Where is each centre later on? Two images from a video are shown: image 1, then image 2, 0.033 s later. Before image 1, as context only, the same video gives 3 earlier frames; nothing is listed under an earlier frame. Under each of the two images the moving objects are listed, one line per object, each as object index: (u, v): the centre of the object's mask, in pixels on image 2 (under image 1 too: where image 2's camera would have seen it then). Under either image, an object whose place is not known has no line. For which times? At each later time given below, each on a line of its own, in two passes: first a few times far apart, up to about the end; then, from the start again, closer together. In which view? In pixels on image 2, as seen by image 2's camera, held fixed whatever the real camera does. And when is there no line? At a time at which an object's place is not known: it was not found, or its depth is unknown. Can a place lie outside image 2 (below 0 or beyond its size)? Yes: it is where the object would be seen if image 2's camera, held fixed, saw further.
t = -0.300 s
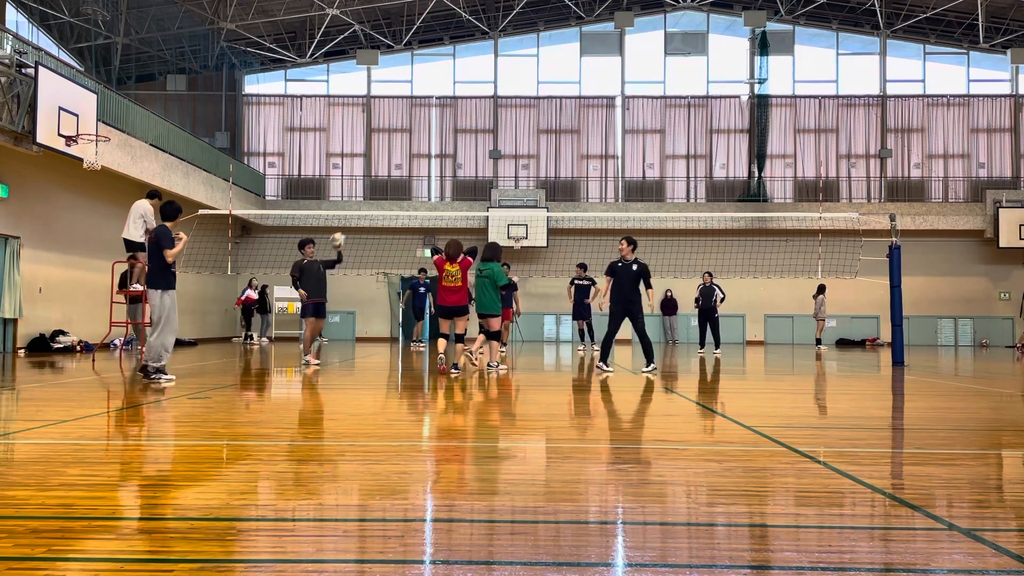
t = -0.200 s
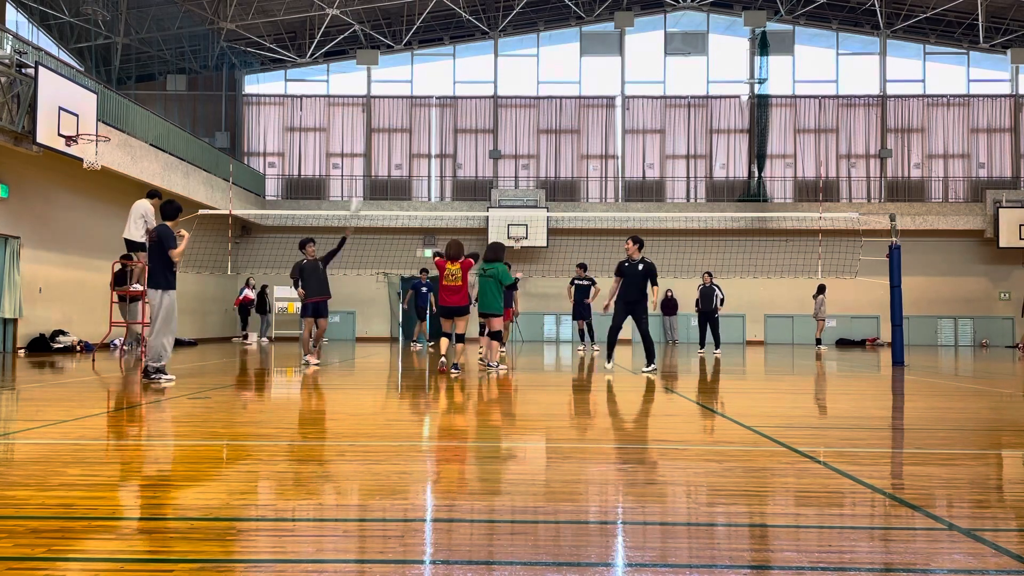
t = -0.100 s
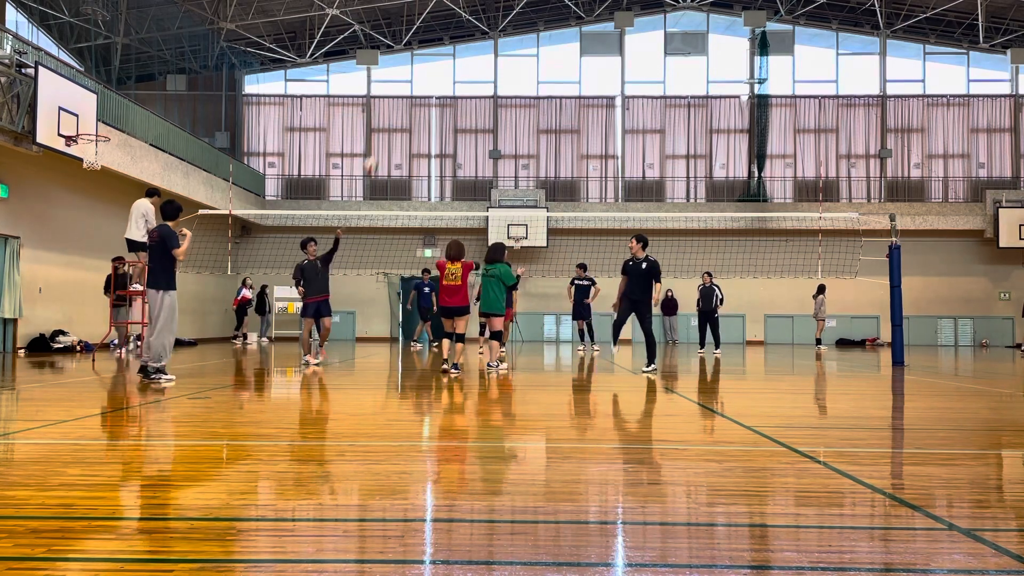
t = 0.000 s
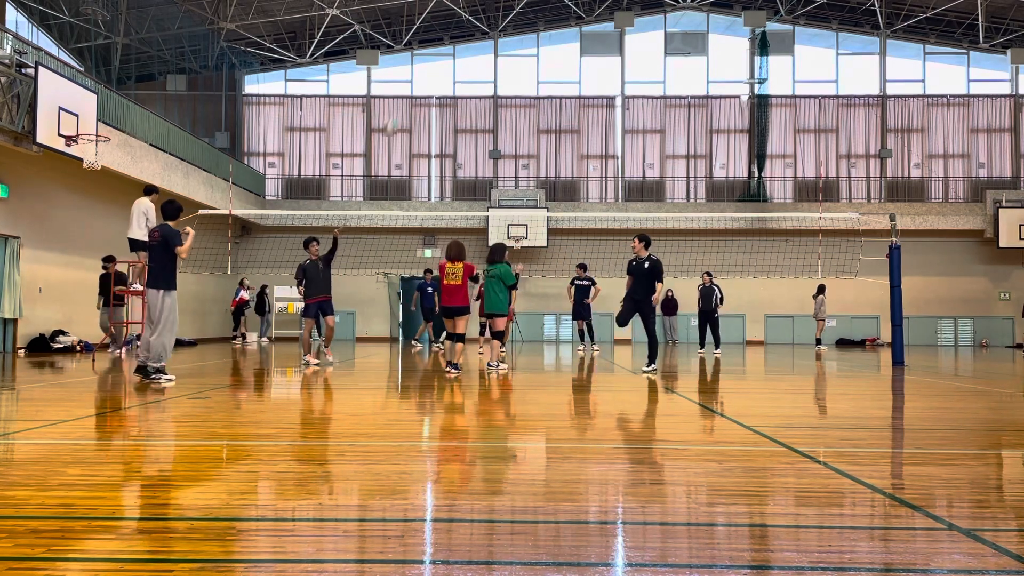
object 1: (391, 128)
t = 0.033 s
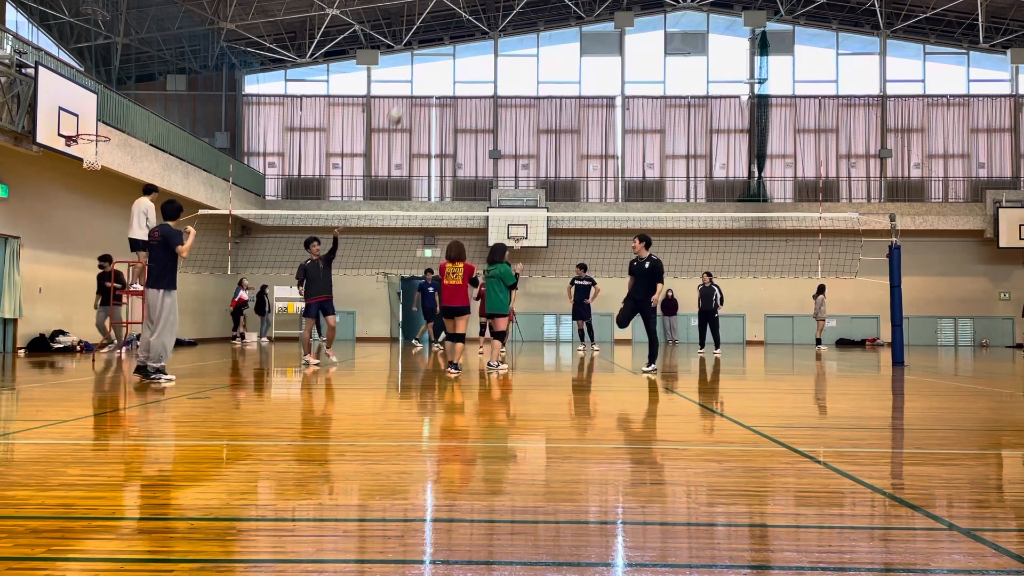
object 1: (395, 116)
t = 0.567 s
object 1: (533, 21)
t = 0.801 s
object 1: (622, 63)
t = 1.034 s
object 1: (743, 197)
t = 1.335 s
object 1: (932, 312)
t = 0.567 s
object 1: (533, 21)
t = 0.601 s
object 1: (545, 23)
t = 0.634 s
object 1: (556, 26)
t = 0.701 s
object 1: (581, 37)
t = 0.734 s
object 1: (594, 44)
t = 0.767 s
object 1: (608, 52)
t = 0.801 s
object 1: (622, 63)
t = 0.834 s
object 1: (637, 77)
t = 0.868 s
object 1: (653, 93)
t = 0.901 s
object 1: (669, 108)
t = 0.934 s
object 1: (686, 127)
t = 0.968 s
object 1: (704, 149)
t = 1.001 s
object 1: (725, 172)
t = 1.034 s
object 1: (743, 197)
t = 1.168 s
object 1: (840, 342)
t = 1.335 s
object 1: (932, 312)
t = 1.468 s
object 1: (991, 199)
